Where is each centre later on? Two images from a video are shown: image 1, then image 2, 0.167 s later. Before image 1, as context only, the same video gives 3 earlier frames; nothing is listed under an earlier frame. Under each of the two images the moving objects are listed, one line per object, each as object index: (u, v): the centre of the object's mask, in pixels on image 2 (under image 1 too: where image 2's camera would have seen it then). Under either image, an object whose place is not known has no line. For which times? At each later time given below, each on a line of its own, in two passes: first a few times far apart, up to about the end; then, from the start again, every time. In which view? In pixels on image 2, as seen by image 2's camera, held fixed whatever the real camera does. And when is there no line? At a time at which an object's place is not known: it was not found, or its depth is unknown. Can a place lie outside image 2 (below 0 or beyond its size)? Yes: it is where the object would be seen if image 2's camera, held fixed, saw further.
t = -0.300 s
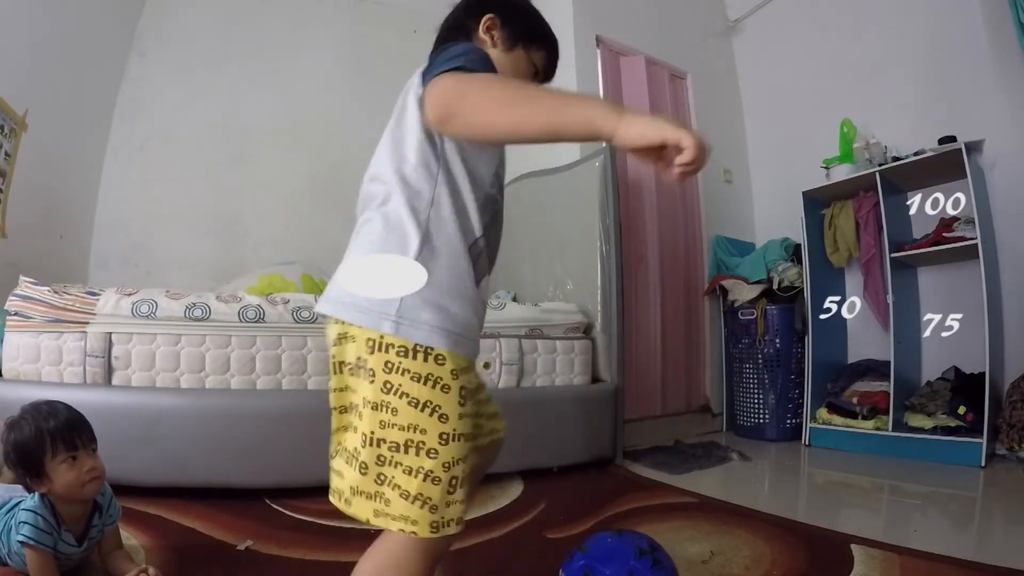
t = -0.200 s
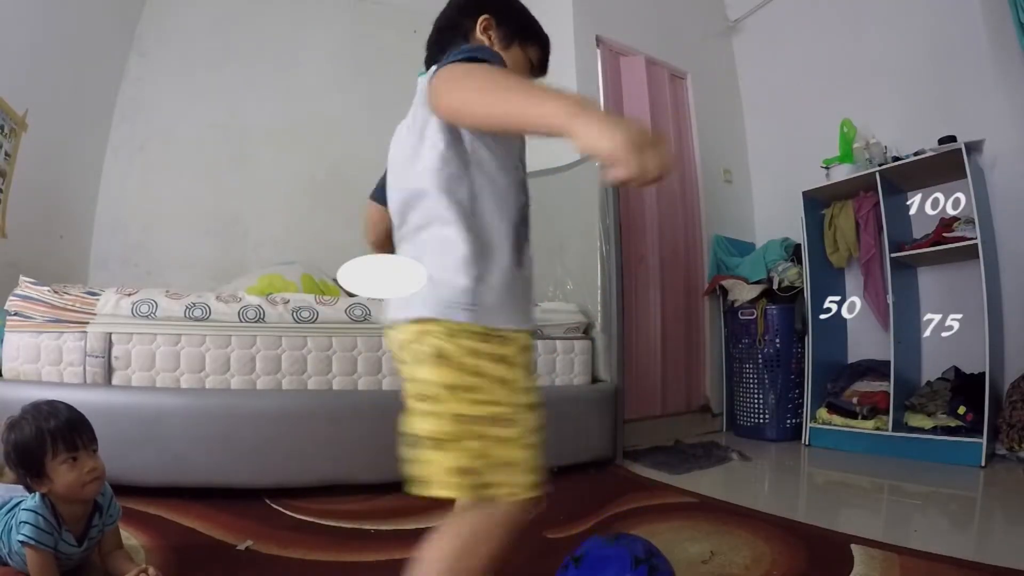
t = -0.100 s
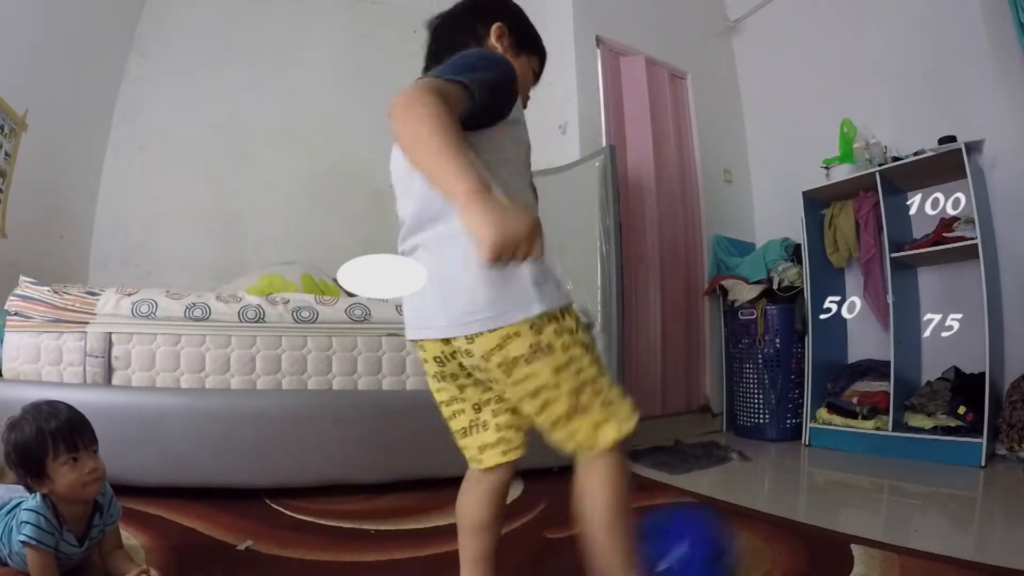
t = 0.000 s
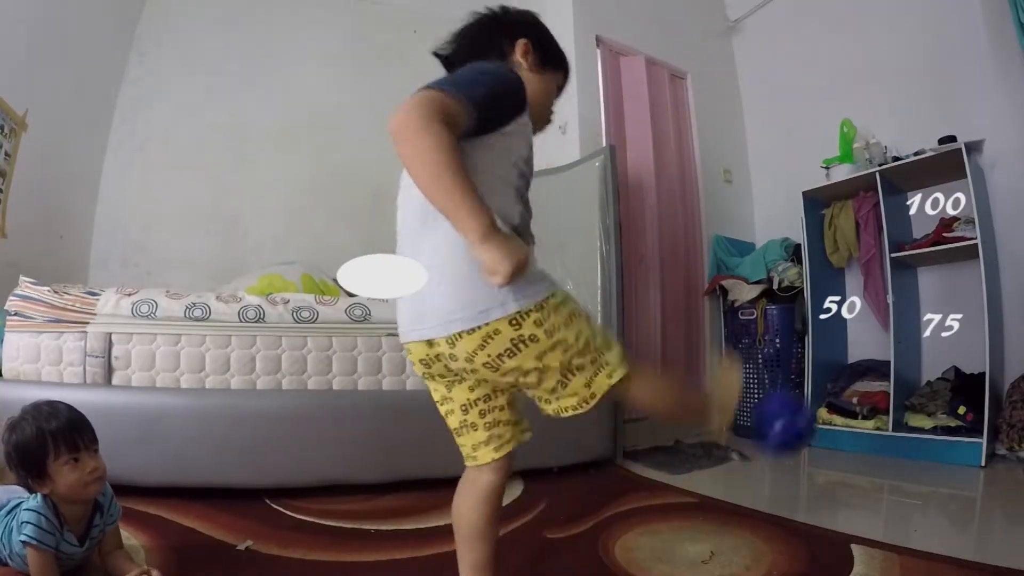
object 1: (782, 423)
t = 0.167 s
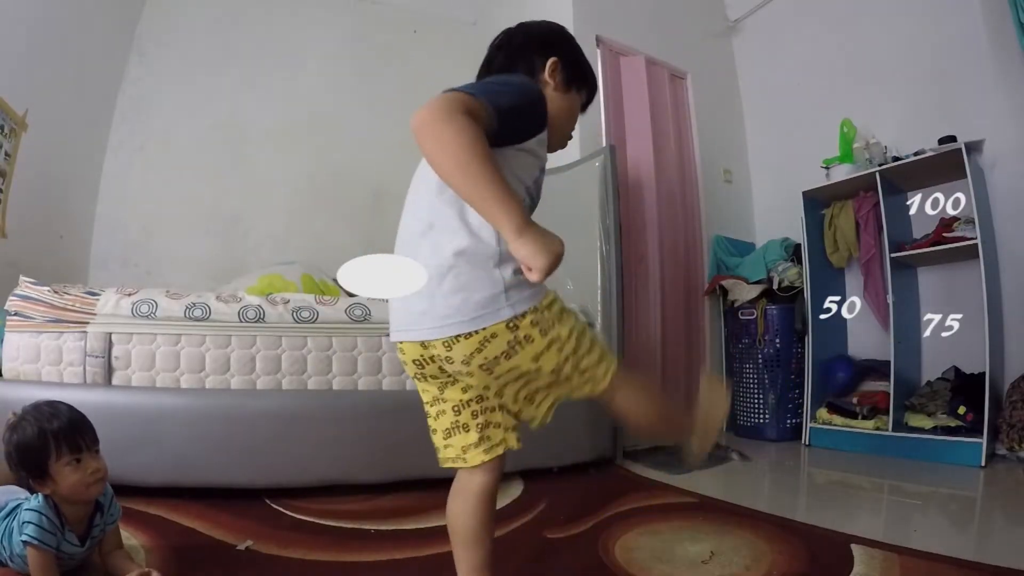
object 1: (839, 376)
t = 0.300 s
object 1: (873, 340)
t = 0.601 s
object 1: (866, 338)
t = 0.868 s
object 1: (837, 392)
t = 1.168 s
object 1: (792, 420)
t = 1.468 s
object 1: (732, 441)
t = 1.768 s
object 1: (663, 445)
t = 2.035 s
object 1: (665, 451)
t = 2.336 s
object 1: (684, 458)
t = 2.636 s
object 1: (713, 467)
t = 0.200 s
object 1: (855, 368)
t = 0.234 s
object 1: (863, 358)
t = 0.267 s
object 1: (870, 346)
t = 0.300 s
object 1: (873, 340)
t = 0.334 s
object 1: (874, 333)
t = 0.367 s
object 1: (875, 328)
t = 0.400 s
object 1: (875, 325)
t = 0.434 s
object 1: (882, 323)
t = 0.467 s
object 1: (882, 320)
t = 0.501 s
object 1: (878, 321)
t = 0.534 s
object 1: (875, 324)
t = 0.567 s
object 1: (871, 328)
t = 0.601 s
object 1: (866, 338)
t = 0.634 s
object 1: (862, 351)
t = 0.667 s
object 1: (857, 363)
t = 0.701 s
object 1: (853, 381)
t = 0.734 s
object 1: (847, 388)
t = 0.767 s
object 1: (846, 388)
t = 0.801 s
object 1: (842, 387)
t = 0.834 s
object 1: (838, 390)
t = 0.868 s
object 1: (837, 392)
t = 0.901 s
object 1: (833, 397)
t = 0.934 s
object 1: (828, 404)
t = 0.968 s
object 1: (823, 414)
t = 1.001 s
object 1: (820, 424)
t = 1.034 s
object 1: (815, 433)
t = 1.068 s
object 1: (809, 426)
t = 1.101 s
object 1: (804, 422)
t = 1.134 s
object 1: (797, 420)
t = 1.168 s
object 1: (792, 420)
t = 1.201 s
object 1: (786, 423)
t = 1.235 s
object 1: (778, 429)
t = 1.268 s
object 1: (771, 437)
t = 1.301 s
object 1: (765, 437)
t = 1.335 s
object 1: (757, 432)
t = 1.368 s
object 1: (752, 432)
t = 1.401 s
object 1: (746, 433)
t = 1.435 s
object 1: (739, 436)
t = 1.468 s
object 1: (732, 441)
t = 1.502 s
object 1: (724, 441)
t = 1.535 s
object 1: (717, 438)
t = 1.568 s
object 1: (710, 440)
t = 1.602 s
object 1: (704, 443)
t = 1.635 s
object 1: (696, 443)
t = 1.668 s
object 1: (688, 441)
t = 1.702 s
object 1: (680, 443)
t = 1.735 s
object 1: (671, 445)
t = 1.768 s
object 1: (663, 445)
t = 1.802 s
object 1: (656, 446)
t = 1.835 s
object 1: (649, 447)
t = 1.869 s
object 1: (649, 446)
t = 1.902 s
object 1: (654, 446)
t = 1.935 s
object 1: (659, 449)
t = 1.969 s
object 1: (663, 450)
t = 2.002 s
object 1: (664, 450)
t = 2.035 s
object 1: (665, 451)
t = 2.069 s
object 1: (666, 452)
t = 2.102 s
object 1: (668, 453)
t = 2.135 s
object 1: (670, 454)
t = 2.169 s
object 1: (673, 455)
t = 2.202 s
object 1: (674, 456)
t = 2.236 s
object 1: (676, 456)
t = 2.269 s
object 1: (679, 457)
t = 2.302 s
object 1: (682, 457)
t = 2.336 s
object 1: (684, 458)
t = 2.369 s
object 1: (688, 459)
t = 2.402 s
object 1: (691, 460)
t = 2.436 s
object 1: (694, 461)
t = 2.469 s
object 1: (697, 462)
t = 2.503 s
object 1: (700, 464)
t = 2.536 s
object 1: (701, 463)
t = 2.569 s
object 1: (707, 465)
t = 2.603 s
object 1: (711, 467)
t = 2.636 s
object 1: (713, 467)
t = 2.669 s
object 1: (719, 468)
